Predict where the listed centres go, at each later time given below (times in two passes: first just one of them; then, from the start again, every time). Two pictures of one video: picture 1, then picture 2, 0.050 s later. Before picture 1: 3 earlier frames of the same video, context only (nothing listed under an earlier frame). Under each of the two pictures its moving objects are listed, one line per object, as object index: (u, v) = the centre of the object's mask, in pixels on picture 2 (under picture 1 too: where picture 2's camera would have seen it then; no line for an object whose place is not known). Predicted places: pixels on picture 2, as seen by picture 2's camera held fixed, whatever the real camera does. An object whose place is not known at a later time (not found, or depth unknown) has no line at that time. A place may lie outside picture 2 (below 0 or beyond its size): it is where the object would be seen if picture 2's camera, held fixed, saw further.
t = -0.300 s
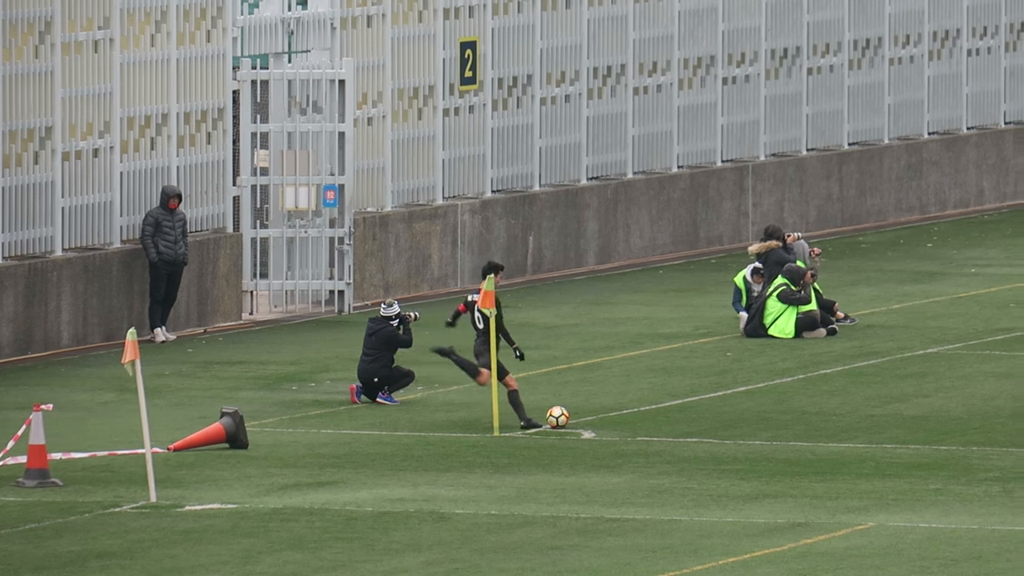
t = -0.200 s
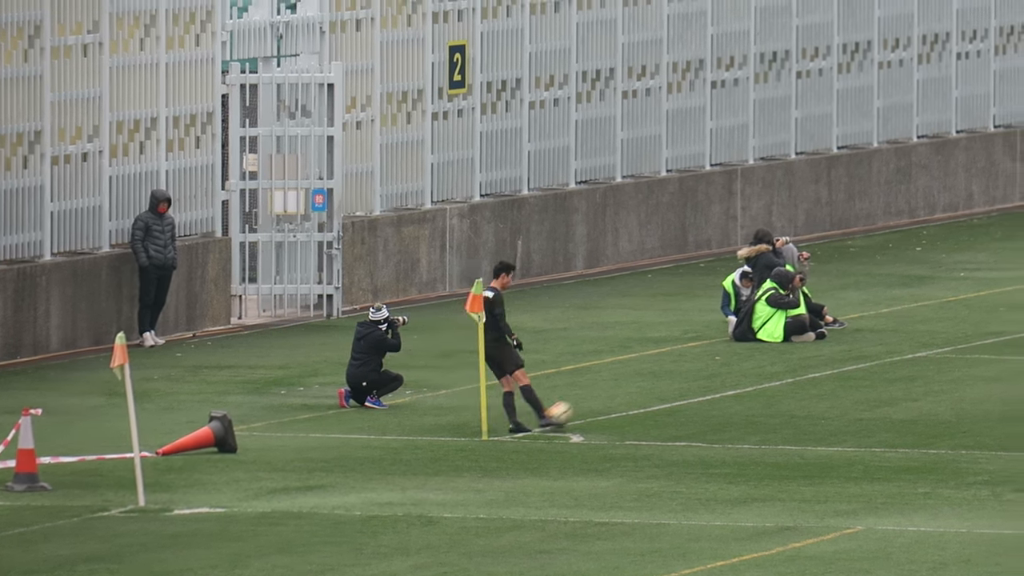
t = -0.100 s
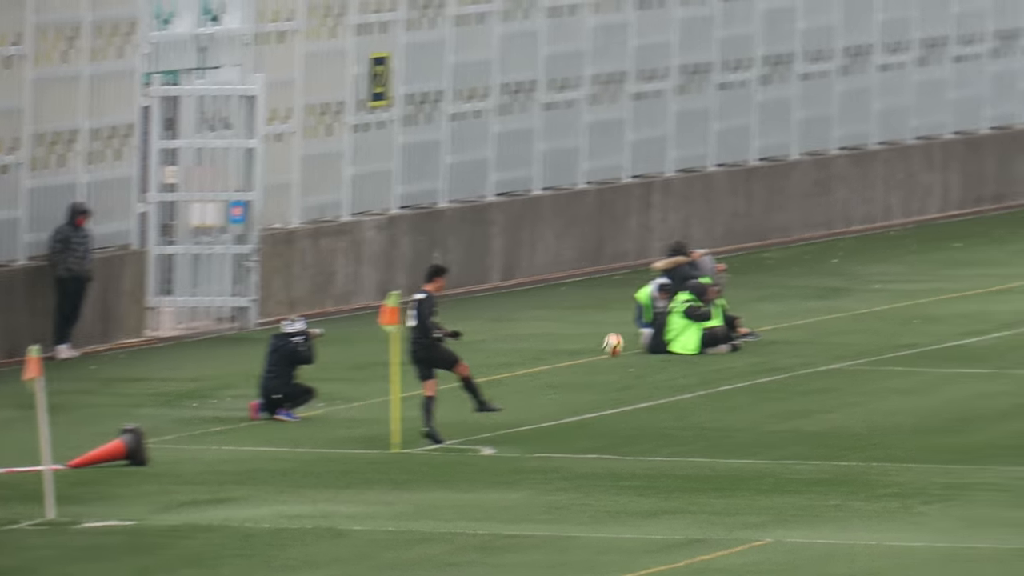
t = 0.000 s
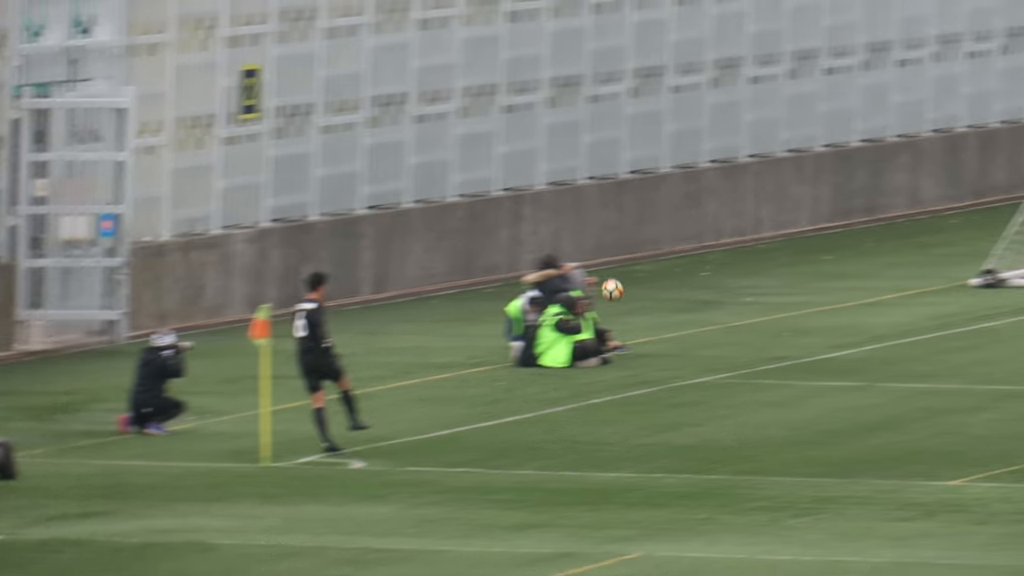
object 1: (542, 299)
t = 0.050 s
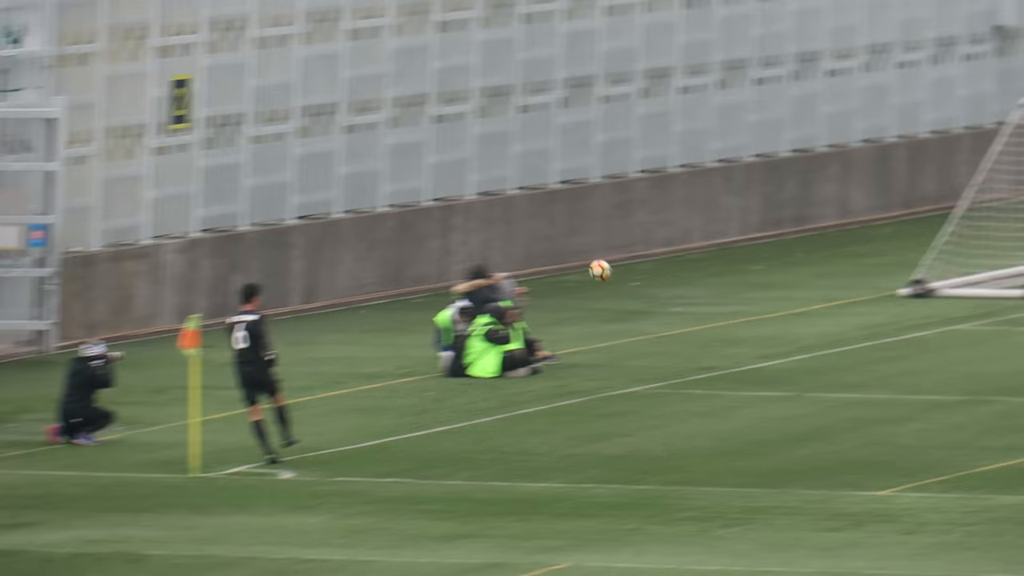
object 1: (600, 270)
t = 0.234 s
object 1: (785, 188)
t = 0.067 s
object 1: (619, 260)
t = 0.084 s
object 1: (637, 252)
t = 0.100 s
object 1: (655, 243)
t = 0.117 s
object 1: (673, 236)
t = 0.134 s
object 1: (689, 228)
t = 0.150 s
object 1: (706, 220)
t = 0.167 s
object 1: (722, 213)
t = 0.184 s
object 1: (738, 206)
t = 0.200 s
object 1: (754, 200)
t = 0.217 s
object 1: (769, 194)
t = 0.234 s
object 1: (785, 188)
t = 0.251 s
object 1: (799, 183)
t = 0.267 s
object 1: (813, 178)
